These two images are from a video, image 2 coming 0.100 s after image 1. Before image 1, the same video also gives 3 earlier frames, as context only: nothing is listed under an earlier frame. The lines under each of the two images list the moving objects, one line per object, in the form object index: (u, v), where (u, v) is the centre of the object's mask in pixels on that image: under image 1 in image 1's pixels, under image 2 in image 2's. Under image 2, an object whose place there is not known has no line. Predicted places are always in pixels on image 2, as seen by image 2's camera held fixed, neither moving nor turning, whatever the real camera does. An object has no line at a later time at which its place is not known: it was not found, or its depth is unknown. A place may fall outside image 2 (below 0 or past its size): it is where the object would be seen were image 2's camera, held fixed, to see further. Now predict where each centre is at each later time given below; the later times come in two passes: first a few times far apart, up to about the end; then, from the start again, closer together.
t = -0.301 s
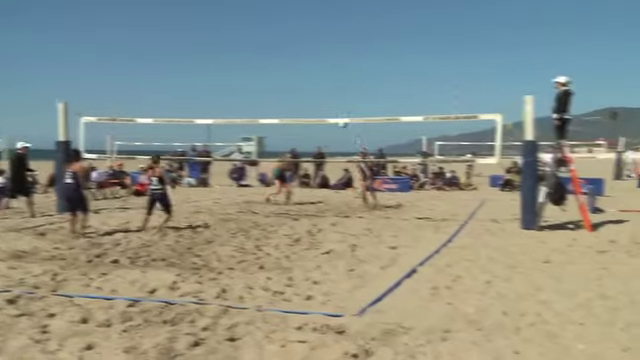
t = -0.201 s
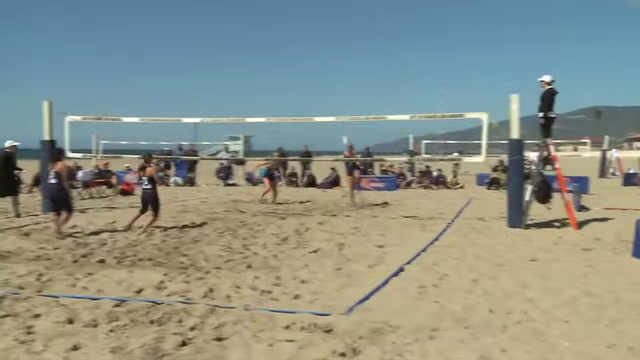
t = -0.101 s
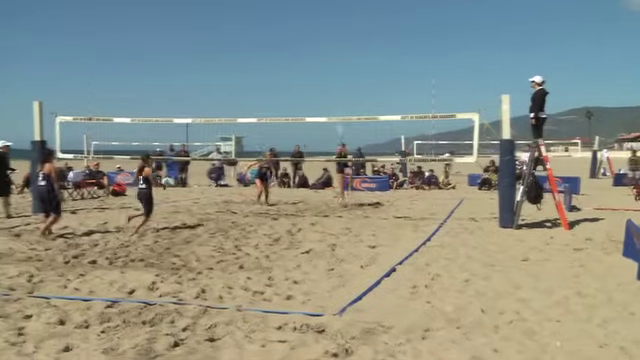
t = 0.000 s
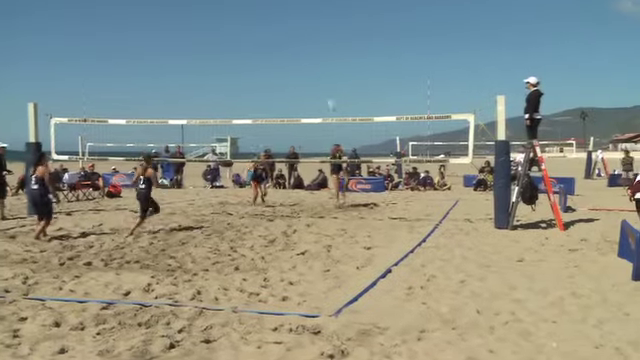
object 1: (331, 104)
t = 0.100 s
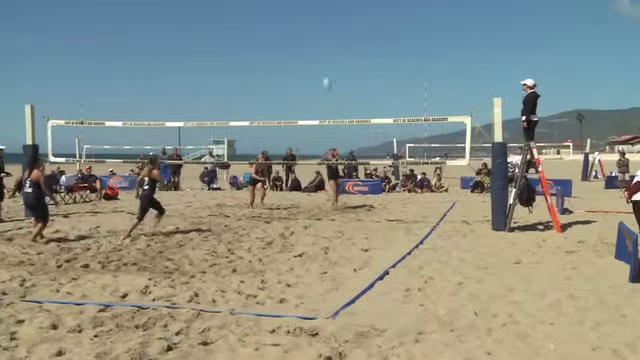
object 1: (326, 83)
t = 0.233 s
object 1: (322, 58)
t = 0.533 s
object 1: (315, 27)
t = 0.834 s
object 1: (307, 29)
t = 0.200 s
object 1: (323, 64)
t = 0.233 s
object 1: (322, 58)
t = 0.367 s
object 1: (319, 40)
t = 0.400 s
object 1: (318, 36)
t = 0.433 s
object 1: (317, 33)
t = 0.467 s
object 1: (317, 31)
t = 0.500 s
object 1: (316, 29)
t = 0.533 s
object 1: (315, 27)
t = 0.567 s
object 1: (314, 26)
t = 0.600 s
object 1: (313, 25)
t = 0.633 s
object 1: (312, 25)
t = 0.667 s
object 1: (311, 24)
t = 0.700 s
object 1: (310, 25)
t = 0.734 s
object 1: (310, 25)
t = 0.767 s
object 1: (309, 26)
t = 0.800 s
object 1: (308, 27)
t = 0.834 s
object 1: (307, 29)
